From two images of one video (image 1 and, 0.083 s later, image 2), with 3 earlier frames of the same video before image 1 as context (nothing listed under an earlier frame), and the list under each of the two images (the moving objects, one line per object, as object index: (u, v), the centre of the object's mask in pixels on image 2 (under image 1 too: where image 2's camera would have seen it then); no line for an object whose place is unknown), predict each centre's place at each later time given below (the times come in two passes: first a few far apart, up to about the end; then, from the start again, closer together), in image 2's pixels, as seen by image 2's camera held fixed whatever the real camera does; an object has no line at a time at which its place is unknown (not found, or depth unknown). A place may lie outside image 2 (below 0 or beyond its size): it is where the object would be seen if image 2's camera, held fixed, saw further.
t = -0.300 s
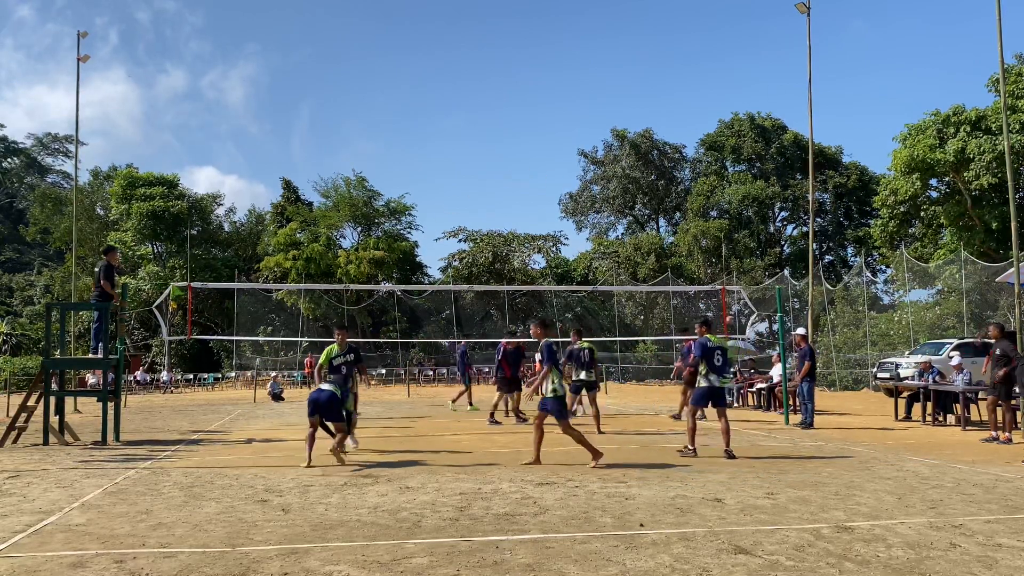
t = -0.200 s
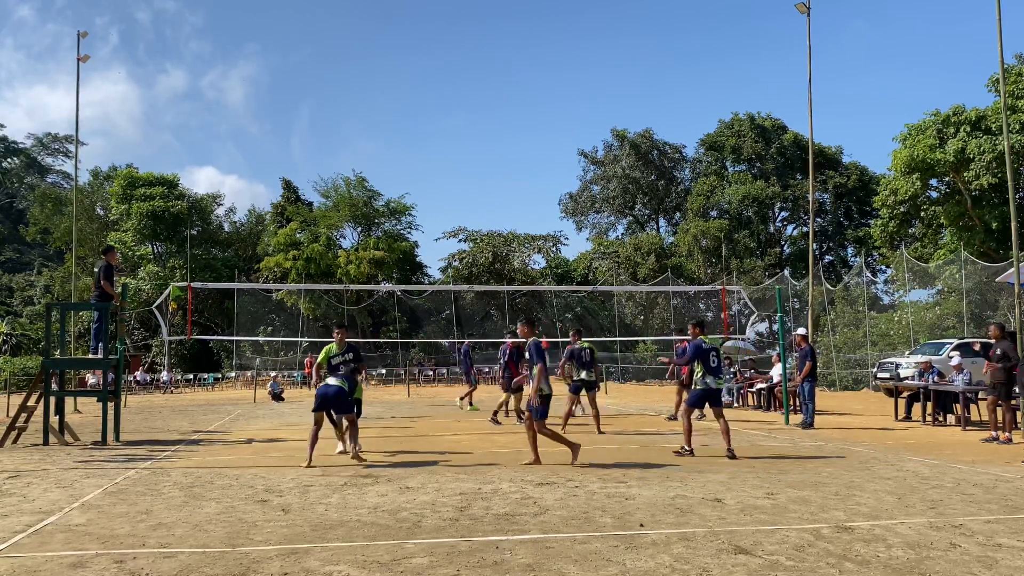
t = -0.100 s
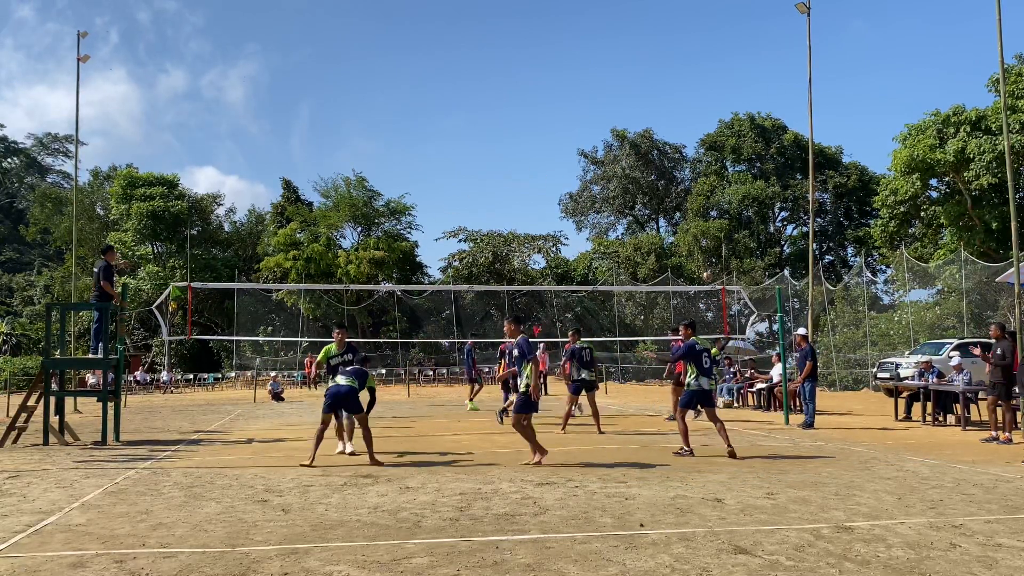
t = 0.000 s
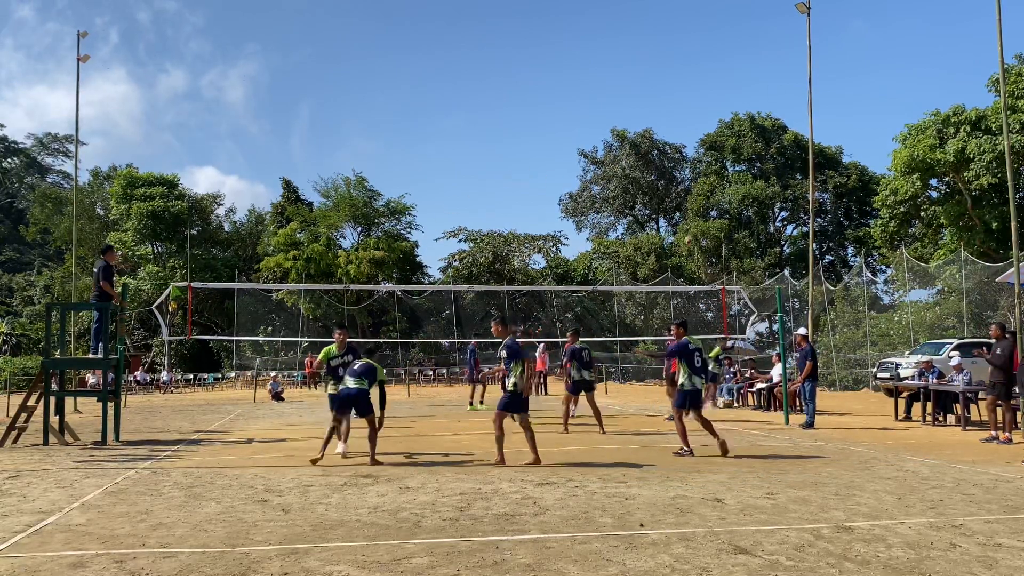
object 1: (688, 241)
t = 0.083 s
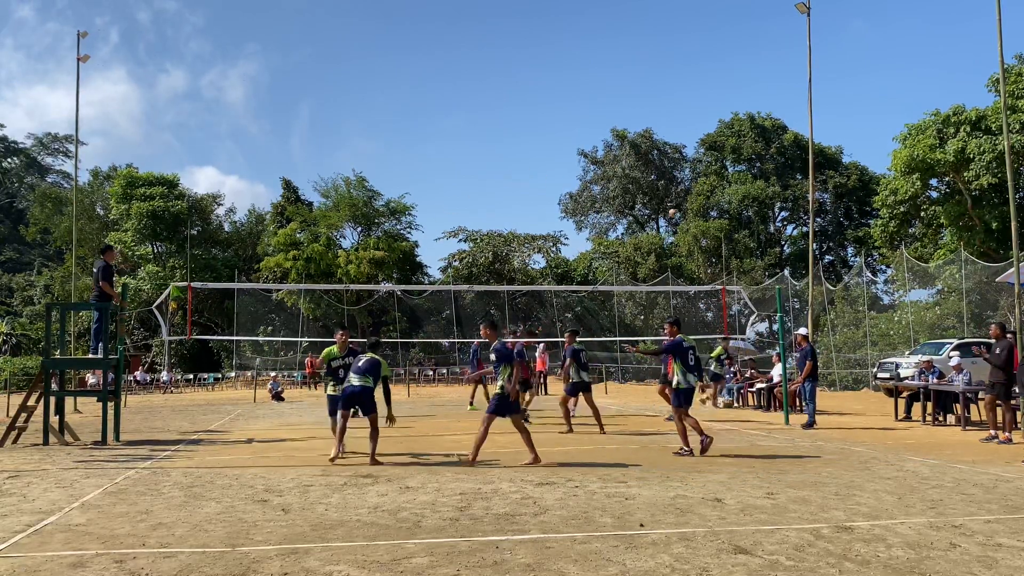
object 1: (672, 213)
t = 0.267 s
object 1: (638, 164)
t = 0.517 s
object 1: (588, 118)
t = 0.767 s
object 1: (538, 99)
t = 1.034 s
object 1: (482, 113)
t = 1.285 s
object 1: (429, 160)
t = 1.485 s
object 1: (387, 224)
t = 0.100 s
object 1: (670, 208)
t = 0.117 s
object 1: (667, 202)
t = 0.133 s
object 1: (662, 198)
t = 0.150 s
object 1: (660, 194)
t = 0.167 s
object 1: (658, 189)
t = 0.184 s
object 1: (653, 183)
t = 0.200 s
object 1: (652, 182)
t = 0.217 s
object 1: (648, 176)
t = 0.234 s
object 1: (644, 172)
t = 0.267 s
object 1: (638, 164)
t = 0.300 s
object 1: (631, 157)
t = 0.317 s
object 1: (627, 150)
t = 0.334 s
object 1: (625, 147)
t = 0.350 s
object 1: (622, 145)
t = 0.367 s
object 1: (618, 142)
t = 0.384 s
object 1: (614, 139)
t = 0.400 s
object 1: (611, 135)
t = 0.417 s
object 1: (608, 133)
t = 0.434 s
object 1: (605, 130)
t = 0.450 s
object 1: (601, 127)
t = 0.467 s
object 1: (598, 125)
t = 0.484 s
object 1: (595, 122)
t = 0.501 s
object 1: (591, 120)
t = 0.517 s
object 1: (588, 118)
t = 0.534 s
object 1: (585, 116)
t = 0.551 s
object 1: (581, 114)
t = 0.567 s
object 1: (578, 112)
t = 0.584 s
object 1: (575, 110)
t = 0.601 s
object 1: (571, 108)
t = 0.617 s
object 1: (568, 107)
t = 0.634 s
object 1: (565, 105)
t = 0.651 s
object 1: (561, 104)
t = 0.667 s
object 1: (558, 103)
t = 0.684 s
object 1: (554, 102)
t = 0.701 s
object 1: (551, 101)
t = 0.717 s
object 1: (548, 100)
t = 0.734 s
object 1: (544, 100)
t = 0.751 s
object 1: (541, 99)
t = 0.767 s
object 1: (538, 99)
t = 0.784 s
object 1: (534, 99)
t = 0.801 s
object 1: (530, 99)
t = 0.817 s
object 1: (527, 99)
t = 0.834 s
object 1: (524, 99)
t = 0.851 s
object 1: (520, 99)
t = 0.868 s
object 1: (517, 100)
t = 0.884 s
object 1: (514, 101)
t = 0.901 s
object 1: (510, 101)
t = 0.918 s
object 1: (506, 102)
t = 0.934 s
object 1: (503, 103)
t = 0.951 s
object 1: (500, 105)
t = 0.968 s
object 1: (496, 106)
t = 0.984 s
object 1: (493, 108)
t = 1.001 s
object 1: (489, 109)
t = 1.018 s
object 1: (486, 111)
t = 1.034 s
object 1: (482, 113)
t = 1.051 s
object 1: (479, 115)
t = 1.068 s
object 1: (475, 117)
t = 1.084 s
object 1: (472, 120)
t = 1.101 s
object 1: (468, 122)
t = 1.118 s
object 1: (465, 125)
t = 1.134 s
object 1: (461, 128)
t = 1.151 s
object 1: (457, 130)
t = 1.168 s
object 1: (454, 134)
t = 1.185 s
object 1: (450, 137)
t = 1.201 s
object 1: (447, 140)
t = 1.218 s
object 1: (443, 144)
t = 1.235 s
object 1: (440, 148)
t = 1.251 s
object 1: (436, 151)
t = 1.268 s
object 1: (432, 156)
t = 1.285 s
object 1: (429, 160)
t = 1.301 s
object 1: (425, 164)
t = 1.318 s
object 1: (422, 169)
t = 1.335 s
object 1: (418, 173)
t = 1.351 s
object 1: (415, 178)
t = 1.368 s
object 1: (411, 183)
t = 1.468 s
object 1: (389, 217)
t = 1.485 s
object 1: (387, 224)
